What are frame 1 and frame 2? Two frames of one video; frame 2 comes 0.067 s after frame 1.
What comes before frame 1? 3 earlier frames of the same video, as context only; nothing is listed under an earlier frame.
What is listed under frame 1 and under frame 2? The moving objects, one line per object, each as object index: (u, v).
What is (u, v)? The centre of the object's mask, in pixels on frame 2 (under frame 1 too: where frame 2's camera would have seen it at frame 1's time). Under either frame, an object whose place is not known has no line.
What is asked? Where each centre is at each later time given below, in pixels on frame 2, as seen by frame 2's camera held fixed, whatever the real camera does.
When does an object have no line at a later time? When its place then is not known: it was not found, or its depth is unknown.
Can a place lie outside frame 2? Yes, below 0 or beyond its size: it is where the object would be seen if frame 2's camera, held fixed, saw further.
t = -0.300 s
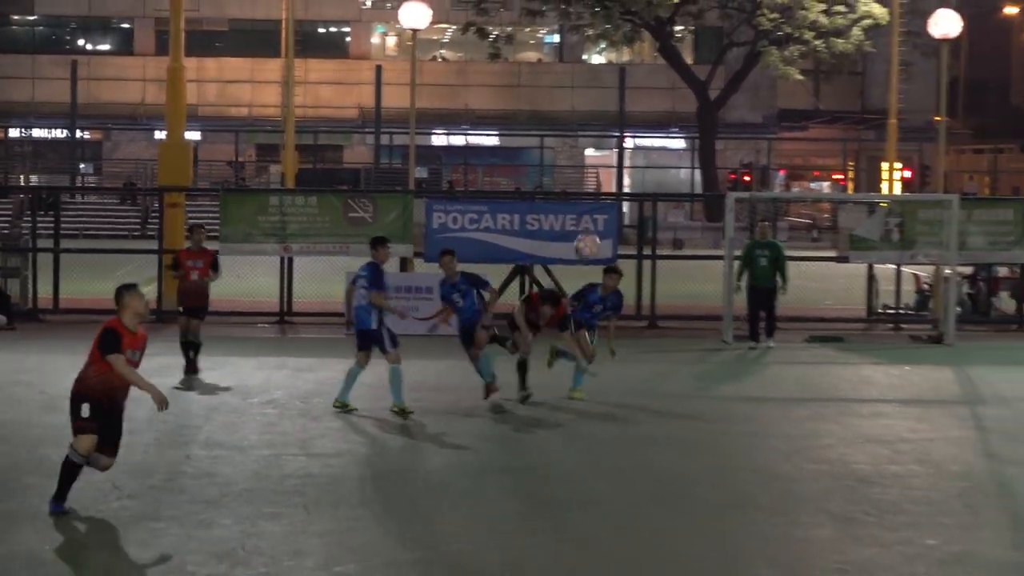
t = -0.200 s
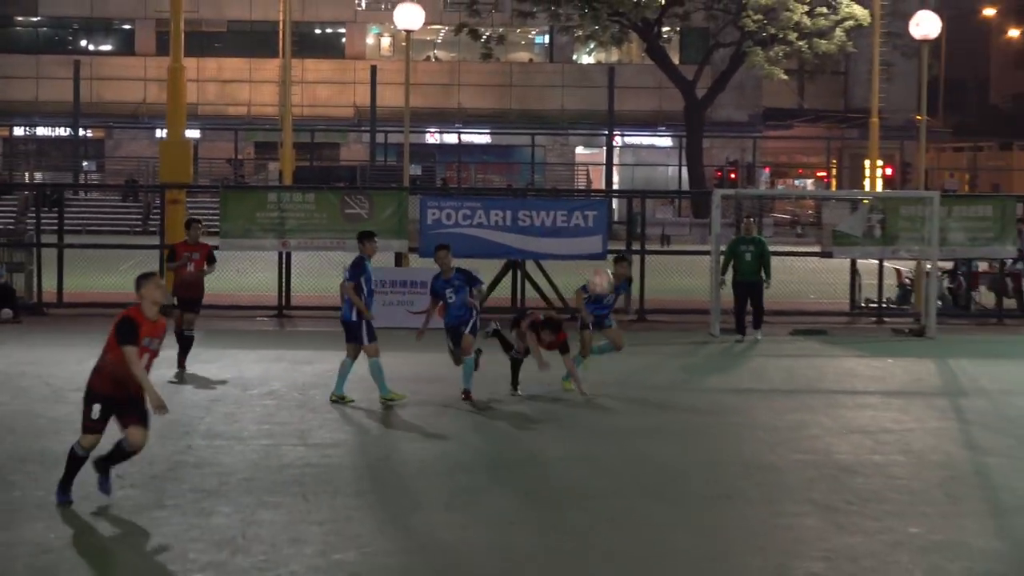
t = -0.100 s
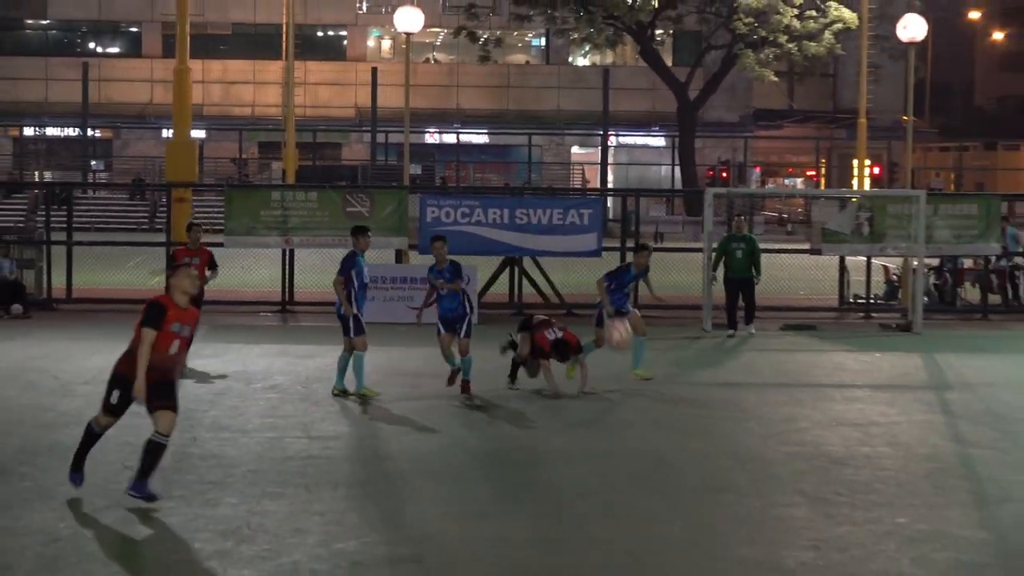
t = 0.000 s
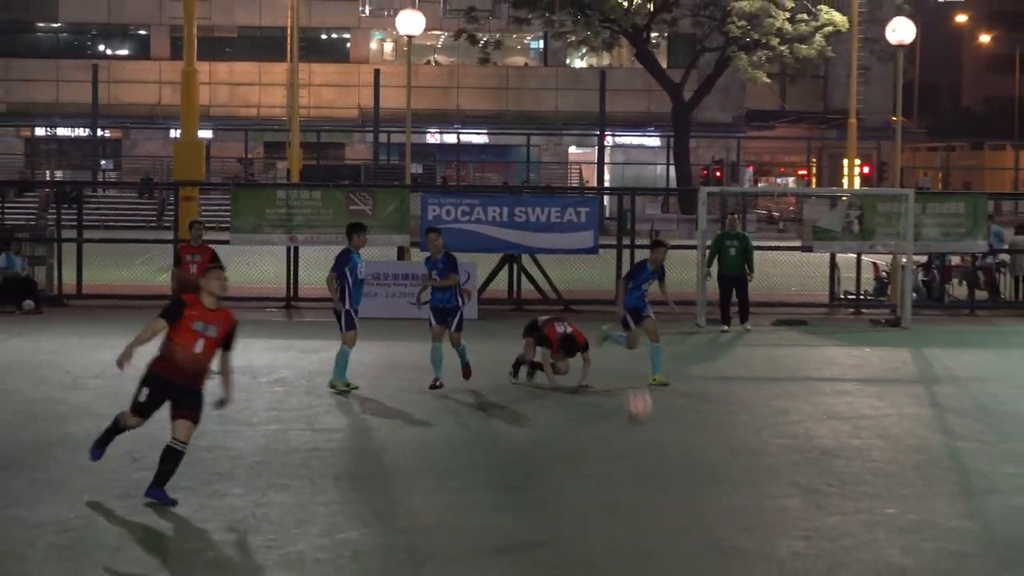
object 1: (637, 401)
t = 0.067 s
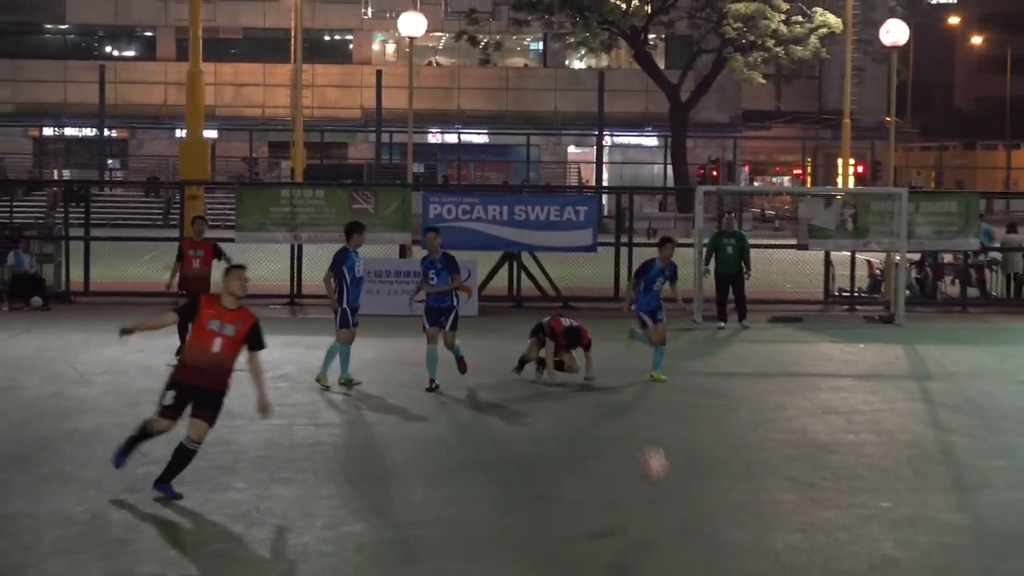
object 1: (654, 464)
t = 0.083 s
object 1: (658, 480)
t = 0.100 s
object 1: (663, 500)
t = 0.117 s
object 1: (667, 507)
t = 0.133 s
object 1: (671, 502)
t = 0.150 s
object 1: (676, 495)
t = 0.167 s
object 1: (680, 488)
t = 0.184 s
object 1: (686, 482)
